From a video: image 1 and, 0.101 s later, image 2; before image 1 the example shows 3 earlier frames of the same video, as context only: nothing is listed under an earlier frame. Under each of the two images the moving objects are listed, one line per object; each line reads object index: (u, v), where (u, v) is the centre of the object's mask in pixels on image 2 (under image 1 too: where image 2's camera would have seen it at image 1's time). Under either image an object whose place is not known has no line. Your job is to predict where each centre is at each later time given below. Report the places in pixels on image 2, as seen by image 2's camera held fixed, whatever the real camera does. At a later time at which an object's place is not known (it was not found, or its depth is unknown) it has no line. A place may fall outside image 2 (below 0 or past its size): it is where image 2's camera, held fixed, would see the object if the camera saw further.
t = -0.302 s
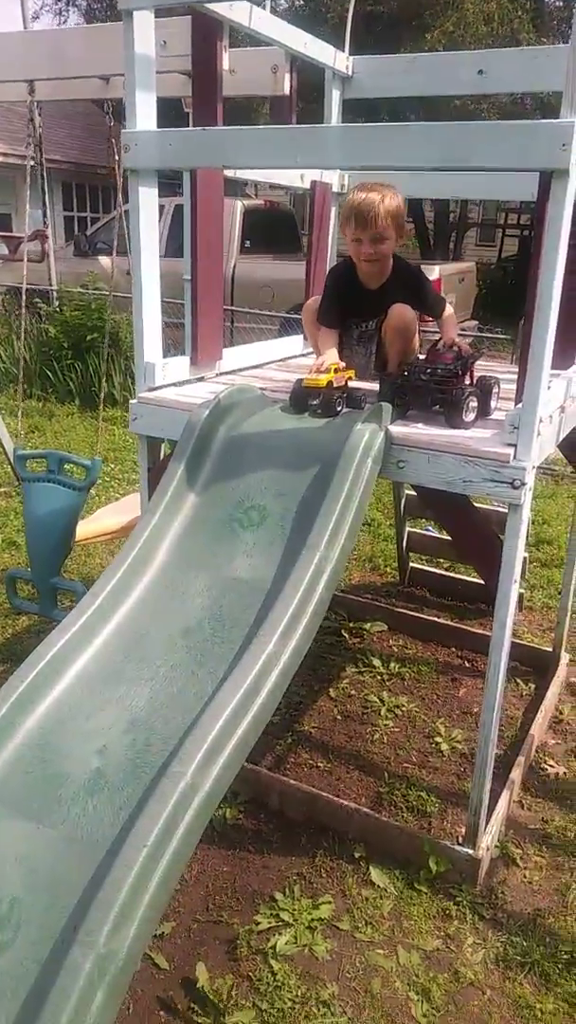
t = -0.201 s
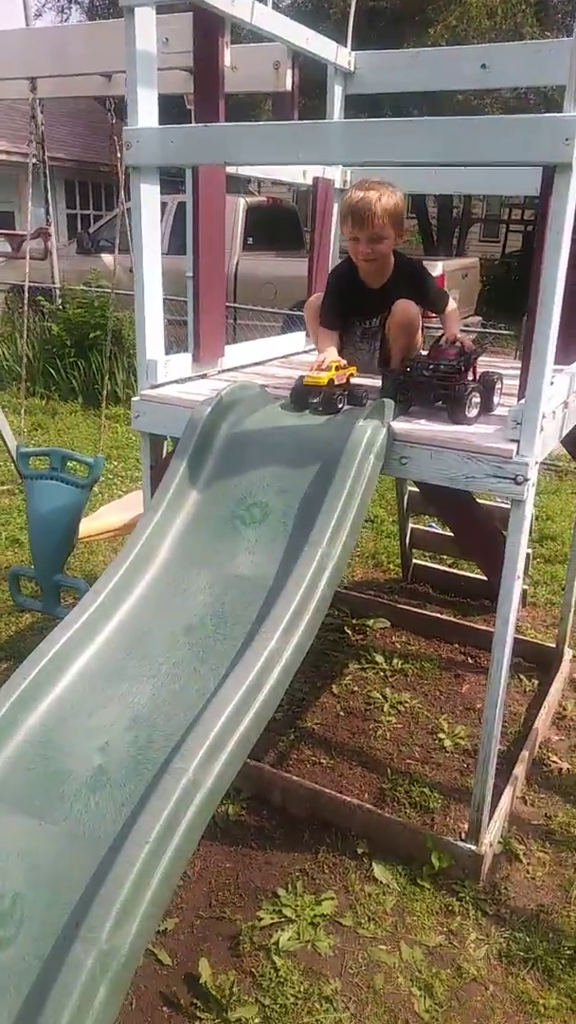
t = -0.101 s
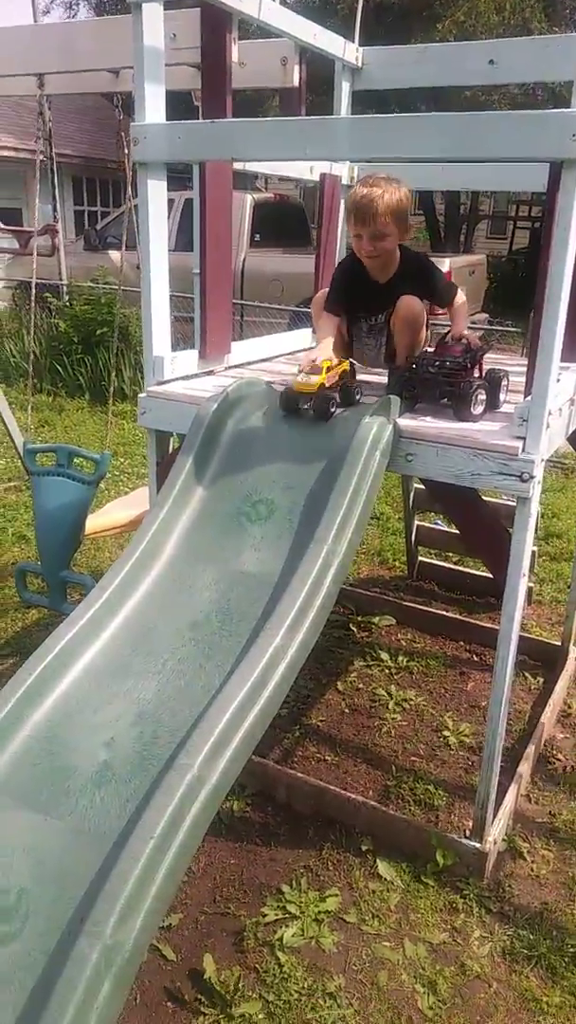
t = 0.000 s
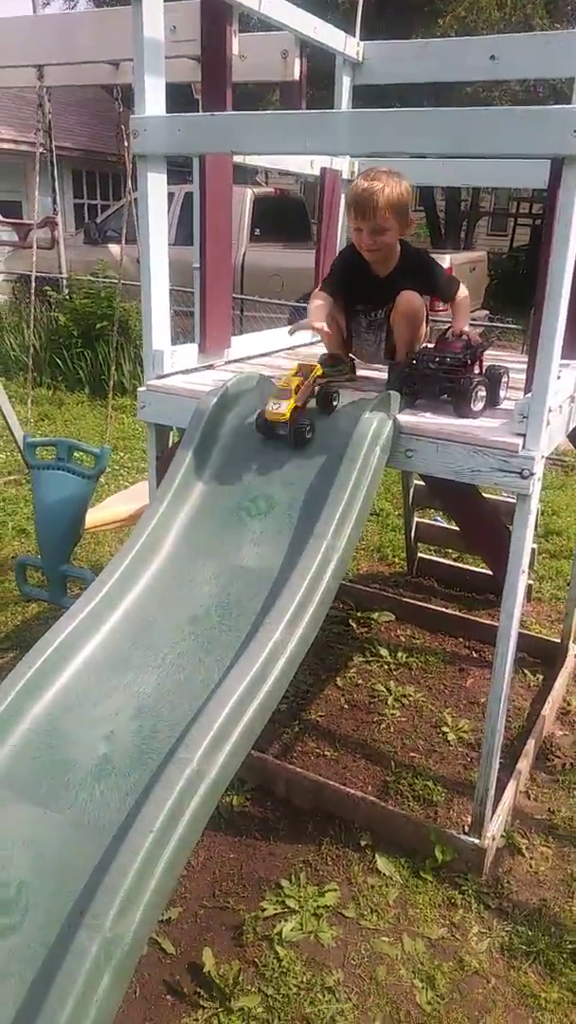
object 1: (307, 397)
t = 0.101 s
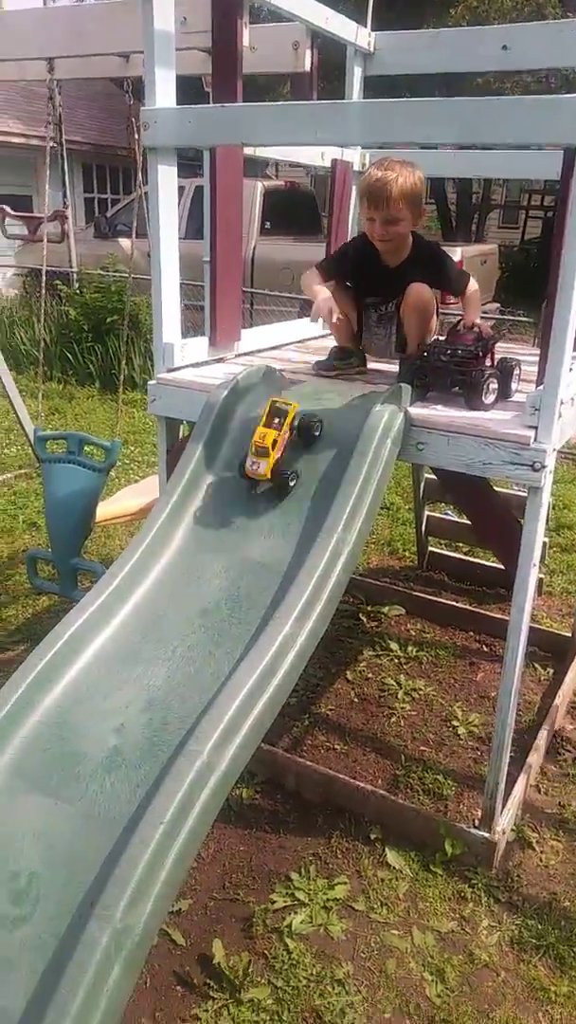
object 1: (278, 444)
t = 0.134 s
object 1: (265, 467)
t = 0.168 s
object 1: (251, 495)
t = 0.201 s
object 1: (235, 524)
